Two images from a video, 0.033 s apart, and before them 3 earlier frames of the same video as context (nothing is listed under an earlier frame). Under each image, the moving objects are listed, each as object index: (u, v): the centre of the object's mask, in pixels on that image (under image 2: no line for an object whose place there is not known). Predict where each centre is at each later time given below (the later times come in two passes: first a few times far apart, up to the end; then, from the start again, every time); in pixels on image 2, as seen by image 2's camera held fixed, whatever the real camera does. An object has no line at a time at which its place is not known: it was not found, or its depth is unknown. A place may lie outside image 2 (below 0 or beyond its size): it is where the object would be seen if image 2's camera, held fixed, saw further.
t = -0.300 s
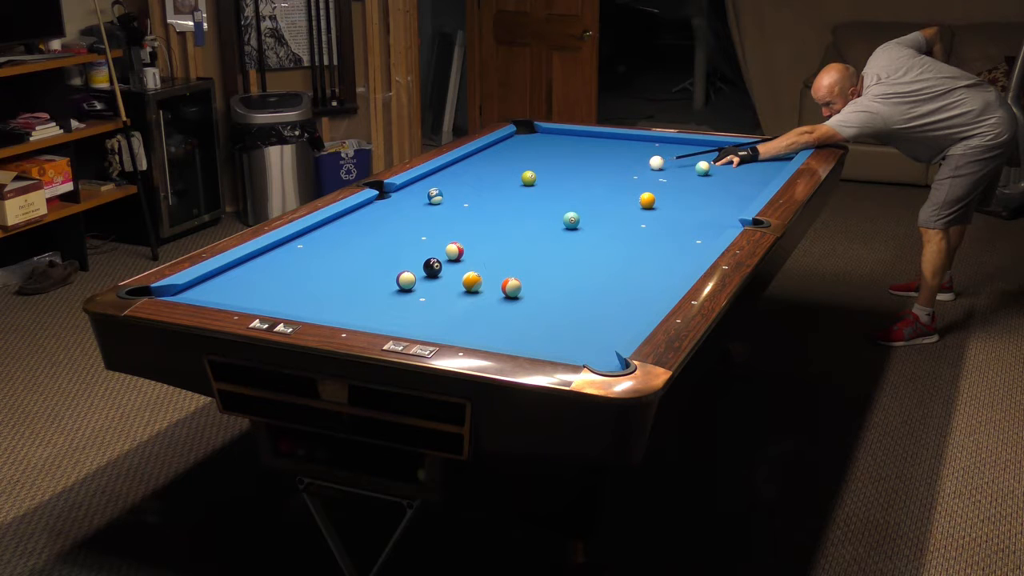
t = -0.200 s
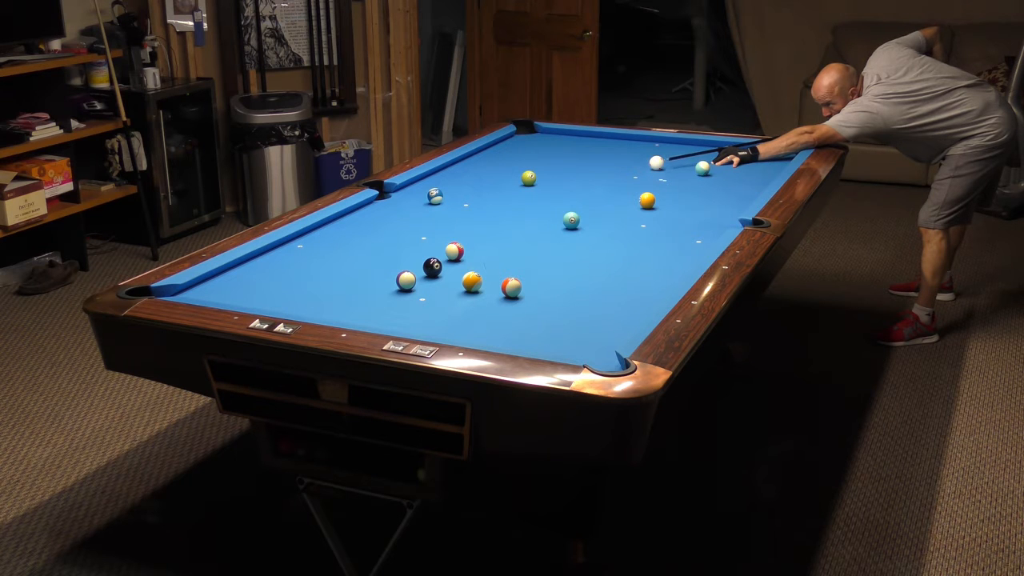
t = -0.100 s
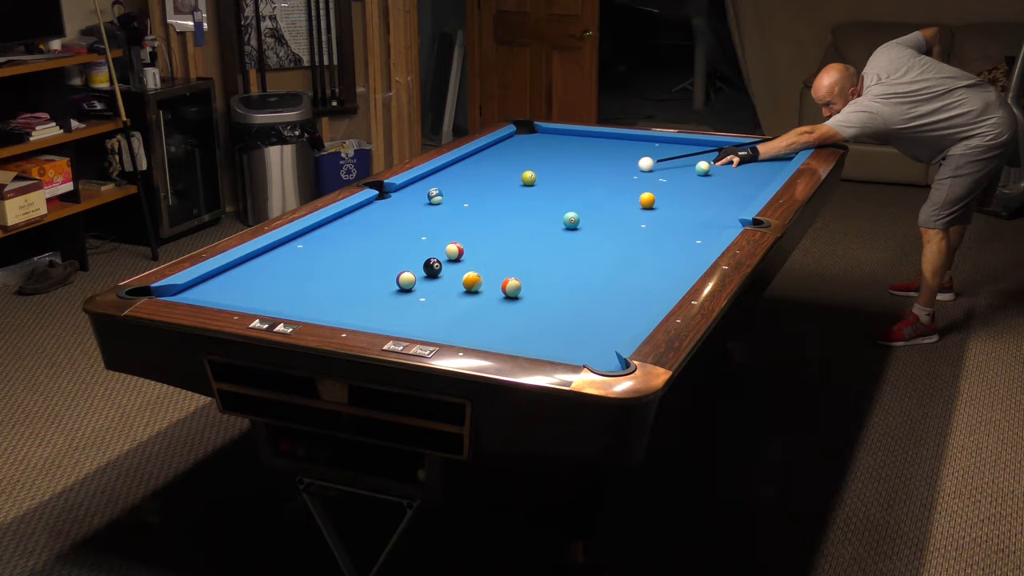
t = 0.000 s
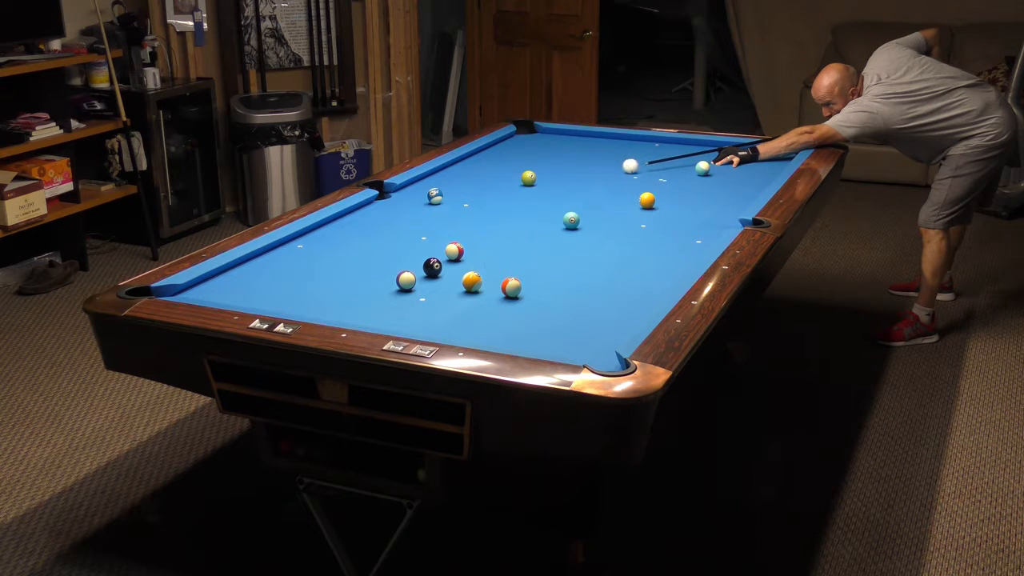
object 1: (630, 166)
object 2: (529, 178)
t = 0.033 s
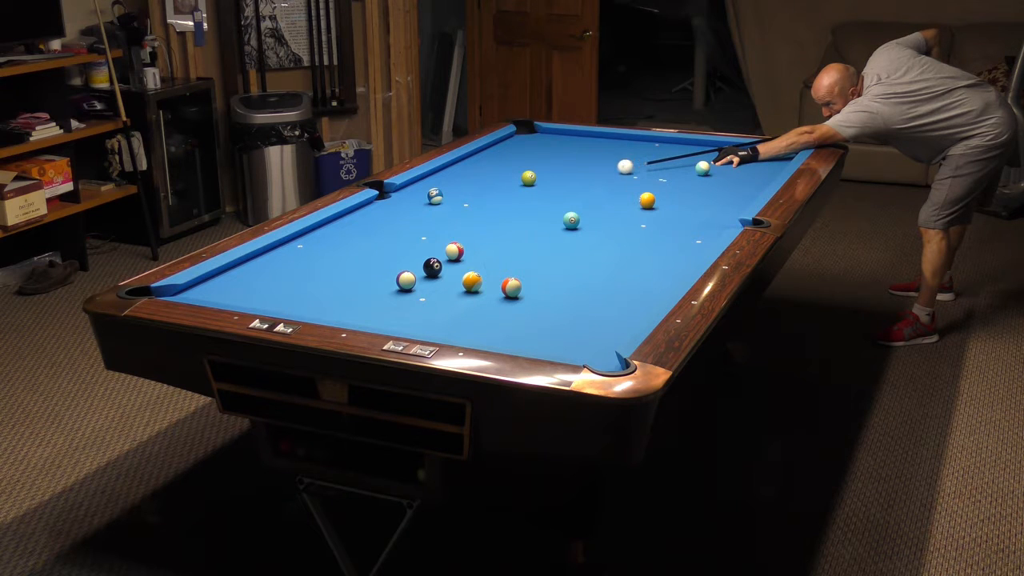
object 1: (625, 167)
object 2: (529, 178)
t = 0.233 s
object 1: (594, 170)
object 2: (529, 178)
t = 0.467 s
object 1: (558, 175)
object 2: (528, 178)
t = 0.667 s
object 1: (540, 177)
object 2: (515, 179)
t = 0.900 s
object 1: (532, 178)
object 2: (491, 182)
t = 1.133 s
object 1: (525, 179)
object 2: (468, 184)
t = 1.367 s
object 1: (519, 180)
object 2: (446, 186)
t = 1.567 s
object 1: (515, 181)
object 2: (427, 187)
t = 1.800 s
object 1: (511, 182)
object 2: (407, 190)
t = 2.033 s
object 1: (507, 182)
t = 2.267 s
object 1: (505, 183)
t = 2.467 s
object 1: (504, 183)
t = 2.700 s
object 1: (504, 183)
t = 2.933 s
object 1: (504, 183)
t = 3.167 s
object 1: (504, 183)
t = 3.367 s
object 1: (504, 183)
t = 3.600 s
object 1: (504, 183)
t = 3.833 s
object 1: (504, 183)
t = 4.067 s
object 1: (504, 183)
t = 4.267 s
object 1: (504, 183)
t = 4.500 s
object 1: (504, 183)
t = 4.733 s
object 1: (504, 183)
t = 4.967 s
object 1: (504, 183)
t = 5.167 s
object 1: (504, 183)
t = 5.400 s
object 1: (504, 183)
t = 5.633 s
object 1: (504, 183)
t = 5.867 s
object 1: (504, 183)
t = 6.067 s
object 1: (504, 183)
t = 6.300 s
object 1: (504, 183)
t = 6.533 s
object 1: (504, 183)
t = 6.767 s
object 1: (504, 183)
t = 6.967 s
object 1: (504, 183)
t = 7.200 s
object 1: (504, 183)
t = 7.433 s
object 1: (504, 183)
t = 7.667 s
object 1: (504, 183)
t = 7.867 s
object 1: (504, 183)
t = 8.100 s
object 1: (504, 183)
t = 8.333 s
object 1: (504, 183)
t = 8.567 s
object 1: (504, 183)
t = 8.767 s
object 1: (504, 183)
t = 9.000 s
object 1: (504, 183)
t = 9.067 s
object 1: (504, 183)
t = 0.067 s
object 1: (620, 167)
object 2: (528, 178)
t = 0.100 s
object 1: (615, 168)
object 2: (529, 178)
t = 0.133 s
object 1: (609, 168)
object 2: (529, 178)
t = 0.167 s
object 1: (604, 169)
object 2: (529, 178)
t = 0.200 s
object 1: (599, 170)
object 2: (528, 178)
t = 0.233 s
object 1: (594, 170)
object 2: (529, 178)
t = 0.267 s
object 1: (589, 171)
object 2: (528, 178)
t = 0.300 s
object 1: (584, 172)
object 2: (528, 178)
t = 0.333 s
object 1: (579, 172)
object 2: (528, 178)
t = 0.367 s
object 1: (574, 173)
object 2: (528, 178)
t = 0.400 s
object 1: (568, 174)
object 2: (529, 178)
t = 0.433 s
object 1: (563, 174)
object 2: (528, 178)
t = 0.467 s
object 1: (558, 175)
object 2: (528, 178)
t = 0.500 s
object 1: (553, 175)
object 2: (528, 178)
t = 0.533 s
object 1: (548, 176)
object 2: (528, 178)
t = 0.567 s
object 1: (543, 176)
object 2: (528, 178)
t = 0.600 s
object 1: (542, 177)
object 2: (524, 178)
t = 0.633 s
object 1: (541, 177)
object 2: (519, 179)
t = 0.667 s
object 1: (540, 177)
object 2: (515, 179)
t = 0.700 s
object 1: (539, 177)
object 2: (512, 180)
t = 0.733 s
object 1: (538, 177)
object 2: (509, 180)
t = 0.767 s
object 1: (537, 178)
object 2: (505, 180)
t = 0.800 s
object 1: (536, 178)
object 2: (502, 181)
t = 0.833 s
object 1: (535, 178)
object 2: (498, 181)
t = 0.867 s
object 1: (533, 178)
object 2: (495, 181)
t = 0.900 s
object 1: (532, 178)
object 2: (491, 182)
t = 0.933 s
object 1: (531, 179)
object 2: (488, 182)
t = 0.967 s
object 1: (530, 179)
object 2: (485, 182)
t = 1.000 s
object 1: (529, 179)
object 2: (482, 183)
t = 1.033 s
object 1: (528, 179)
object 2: (478, 183)
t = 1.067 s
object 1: (527, 179)
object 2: (475, 183)
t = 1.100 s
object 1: (526, 179)
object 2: (472, 184)
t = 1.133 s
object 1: (525, 179)
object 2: (468, 184)
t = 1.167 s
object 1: (524, 180)
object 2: (465, 184)
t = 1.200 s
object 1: (523, 180)
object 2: (462, 185)
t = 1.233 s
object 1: (522, 180)
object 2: (459, 185)
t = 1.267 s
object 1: (522, 180)
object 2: (455, 185)
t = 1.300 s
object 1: (521, 180)
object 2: (452, 186)
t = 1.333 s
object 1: (520, 180)
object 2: (449, 186)
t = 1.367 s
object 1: (519, 180)
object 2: (446, 186)
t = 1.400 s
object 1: (518, 181)
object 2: (444, 186)
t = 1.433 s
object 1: (518, 181)
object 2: (441, 185)
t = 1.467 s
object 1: (517, 181)
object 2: (437, 185)
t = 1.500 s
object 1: (516, 181)
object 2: (433, 185)
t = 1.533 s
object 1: (515, 181)
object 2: (430, 186)
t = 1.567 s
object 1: (515, 181)
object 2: (427, 187)
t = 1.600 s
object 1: (514, 181)
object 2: (424, 188)
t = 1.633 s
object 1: (513, 181)
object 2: (421, 189)
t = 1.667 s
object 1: (513, 181)
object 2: (418, 189)
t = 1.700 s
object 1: (512, 181)
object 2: (415, 189)
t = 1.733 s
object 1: (512, 182)
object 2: (412, 190)
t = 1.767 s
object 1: (511, 182)
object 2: (410, 190)
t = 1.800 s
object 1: (511, 182)
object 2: (407, 190)
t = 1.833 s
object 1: (510, 182)
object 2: (404, 191)
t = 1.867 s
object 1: (509, 182)
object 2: (401, 191)
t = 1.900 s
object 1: (509, 182)
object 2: (398, 191)
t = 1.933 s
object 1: (509, 182)
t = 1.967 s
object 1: (508, 182)
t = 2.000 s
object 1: (508, 182)
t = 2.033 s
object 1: (507, 182)
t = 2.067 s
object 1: (507, 182)
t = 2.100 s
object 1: (507, 182)
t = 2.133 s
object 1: (506, 182)
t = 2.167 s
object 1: (506, 183)
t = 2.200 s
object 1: (506, 183)
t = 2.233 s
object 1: (505, 183)
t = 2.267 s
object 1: (505, 183)
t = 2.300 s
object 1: (505, 183)
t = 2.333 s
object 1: (505, 183)
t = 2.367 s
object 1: (505, 183)
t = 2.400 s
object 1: (505, 183)
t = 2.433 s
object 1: (504, 183)
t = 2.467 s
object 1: (504, 183)
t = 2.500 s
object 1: (504, 183)
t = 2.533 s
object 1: (504, 183)
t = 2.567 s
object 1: (504, 183)
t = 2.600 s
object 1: (504, 183)
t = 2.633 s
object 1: (504, 183)
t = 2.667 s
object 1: (504, 183)
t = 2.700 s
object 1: (504, 183)
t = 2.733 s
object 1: (504, 183)
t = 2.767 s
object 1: (504, 183)
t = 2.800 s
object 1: (504, 183)
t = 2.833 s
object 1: (504, 183)
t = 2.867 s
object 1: (504, 183)
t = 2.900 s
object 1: (504, 183)
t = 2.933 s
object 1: (504, 183)
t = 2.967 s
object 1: (504, 183)
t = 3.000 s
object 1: (504, 183)
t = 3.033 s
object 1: (504, 183)
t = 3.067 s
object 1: (504, 183)
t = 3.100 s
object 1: (504, 183)
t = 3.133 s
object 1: (504, 183)
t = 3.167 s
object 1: (504, 183)
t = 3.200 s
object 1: (504, 183)
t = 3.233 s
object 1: (504, 183)
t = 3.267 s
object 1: (504, 183)
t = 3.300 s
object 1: (504, 183)
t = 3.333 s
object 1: (504, 183)
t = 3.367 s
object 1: (504, 183)
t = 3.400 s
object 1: (504, 183)
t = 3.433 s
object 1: (504, 183)
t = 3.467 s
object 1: (504, 183)
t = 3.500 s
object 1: (504, 183)
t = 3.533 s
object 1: (504, 183)
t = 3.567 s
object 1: (504, 183)
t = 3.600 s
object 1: (504, 183)
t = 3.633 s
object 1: (504, 183)
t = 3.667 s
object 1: (504, 183)
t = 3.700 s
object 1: (504, 183)
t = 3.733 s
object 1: (504, 183)
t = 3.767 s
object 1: (504, 183)
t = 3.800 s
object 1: (504, 183)
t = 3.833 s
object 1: (504, 183)
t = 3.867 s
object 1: (504, 183)
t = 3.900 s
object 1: (504, 183)
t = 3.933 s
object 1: (504, 183)
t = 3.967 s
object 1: (504, 183)
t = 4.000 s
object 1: (504, 183)
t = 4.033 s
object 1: (504, 183)
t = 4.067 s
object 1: (504, 183)
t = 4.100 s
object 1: (504, 183)
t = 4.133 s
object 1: (504, 183)
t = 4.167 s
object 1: (504, 183)
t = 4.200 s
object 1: (504, 183)
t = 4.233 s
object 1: (504, 183)
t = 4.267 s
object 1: (504, 183)
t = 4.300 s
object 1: (504, 183)
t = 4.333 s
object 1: (504, 183)
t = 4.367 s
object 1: (504, 183)
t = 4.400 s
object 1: (504, 183)
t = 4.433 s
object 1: (504, 183)
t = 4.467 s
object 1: (504, 183)
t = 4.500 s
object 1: (504, 183)
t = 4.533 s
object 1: (504, 183)
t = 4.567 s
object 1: (504, 183)
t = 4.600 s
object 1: (504, 183)
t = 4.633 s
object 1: (504, 183)
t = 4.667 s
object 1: (504, 183)
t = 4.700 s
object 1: (504, 183)
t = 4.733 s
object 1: (504, 183)
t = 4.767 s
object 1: (504, 183)
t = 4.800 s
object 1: (504, 183)
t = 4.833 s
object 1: (504, 183)
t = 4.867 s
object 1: (504, 183)
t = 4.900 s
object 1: (504, 183)
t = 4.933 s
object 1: (504, 183)
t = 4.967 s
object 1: (504, 183)
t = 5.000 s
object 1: (504, 183)
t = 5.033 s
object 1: (504, 183)
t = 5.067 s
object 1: (504, 183)
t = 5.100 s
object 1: (504, 183)
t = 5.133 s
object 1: (504, 183)
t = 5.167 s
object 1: (504, 183)
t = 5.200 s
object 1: (504, 183)
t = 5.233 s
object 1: (504, 183)
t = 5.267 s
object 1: (504, 183)
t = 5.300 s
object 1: (504, 183)
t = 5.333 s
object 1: (504, 183)
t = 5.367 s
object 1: (504, 183)
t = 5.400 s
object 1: (504, 183)
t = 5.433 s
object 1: (504, 183)
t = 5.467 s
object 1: (504, 183)
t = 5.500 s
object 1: (504, 183)
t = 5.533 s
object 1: (504, 183)
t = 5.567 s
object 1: (504, 183)
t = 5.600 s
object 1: (504, 183)
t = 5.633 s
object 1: (504, 183)
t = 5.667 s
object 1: (504, 183)
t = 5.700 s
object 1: (504, 183)
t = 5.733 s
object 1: (504, 183)
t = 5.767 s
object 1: (504, 183)
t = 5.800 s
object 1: (504, 183)
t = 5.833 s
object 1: (504, 183)
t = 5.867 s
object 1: (504, 183)
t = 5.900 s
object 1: (504, 183)
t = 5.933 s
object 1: (504, 183)
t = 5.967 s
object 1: (504, 183)
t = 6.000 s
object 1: (504, 183)
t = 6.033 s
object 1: (504, 183)
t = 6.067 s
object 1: (504, 183)
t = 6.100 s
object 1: (504, 183)
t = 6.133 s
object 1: (504, 183)
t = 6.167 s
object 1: (504, 183)
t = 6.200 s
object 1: (504, 183)
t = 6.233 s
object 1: (504, 183)
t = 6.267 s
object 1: (504, 183)
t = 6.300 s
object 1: (504, 183)
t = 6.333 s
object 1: (504, 183)
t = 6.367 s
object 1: (504, 183)
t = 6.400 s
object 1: (504, 183)
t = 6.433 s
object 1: (504, 183)
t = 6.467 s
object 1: (504, 183)
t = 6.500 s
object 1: (504, 183)
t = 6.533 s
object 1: (504, 183)
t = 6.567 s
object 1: (504, 183)
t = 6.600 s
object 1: (504, 183)
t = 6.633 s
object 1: (504, 183)
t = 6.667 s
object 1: (504, 183)
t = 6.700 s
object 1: (504, 183)
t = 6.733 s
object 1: (504, 183)
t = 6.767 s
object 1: (504, 183)
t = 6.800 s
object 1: (504, 183)
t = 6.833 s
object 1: (504, 183)
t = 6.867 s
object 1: (504, 183)
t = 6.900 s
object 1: (504, 183)
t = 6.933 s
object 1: (504, 183)
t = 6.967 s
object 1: (504, 183)
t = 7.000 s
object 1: (504, 183)
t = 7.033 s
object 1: (504, 183)
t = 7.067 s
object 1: (504, 183)
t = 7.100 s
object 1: (504, 183)
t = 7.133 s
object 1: (504, 183)
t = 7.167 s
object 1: (504, 183)
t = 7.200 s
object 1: (504, 183)
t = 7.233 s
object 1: (504, 183)
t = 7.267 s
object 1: (504, 183)
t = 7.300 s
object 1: (504, 183)
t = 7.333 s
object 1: (504, 183)
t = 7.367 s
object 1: (504, 183)
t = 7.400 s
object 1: (504, 183)
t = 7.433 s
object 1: (504, 183)
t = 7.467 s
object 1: (504, 183)
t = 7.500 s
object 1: (504, 183)
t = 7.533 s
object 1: (504, 183)
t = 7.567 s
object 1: (504, 183)
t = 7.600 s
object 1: (504, 183)
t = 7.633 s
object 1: (504, 183)
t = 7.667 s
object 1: (504, 183)
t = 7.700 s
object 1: (504, 183)
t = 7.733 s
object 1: (504, 183)
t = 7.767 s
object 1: (504, 183)
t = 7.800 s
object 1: (504, 183)
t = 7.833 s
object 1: (504, 183)
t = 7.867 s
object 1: (504, 183)
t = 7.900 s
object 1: (504, 183)
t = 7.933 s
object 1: (504, 183)
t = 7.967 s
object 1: (504, 183)
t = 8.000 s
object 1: (504, 183)
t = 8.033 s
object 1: (504, 183)
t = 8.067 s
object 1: (504, 183)
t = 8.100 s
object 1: (504, 183)
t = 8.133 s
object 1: (504, 183)
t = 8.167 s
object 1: (504, 183)
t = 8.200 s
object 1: (504, 183)
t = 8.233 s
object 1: (504, 183)
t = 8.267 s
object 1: (504, 183)
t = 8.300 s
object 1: (504, 183)
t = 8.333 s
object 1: (504, 183)
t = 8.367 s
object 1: (504, 183)
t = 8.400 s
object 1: (504, 183)
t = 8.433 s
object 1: (504, 183)
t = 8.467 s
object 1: (504, 183)
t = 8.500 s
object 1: (504, 183)
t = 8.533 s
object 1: (504, 183)
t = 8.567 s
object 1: (504, 183)
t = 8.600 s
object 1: (504, 183)
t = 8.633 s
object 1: (504, 183)
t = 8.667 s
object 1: (504, 183)
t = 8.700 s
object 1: (504, 183)
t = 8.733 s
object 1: (504, 183)
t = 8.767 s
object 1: (504, 183)
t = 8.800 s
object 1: (504, 183)
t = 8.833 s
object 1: (504, 183)
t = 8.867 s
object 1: (504, 183)
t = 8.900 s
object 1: (504, 183)
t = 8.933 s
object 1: (504, 183)
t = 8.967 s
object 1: (504, 183)
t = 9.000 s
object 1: (504, 183)
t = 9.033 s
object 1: (504, 183)
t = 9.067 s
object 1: (504, 183)
